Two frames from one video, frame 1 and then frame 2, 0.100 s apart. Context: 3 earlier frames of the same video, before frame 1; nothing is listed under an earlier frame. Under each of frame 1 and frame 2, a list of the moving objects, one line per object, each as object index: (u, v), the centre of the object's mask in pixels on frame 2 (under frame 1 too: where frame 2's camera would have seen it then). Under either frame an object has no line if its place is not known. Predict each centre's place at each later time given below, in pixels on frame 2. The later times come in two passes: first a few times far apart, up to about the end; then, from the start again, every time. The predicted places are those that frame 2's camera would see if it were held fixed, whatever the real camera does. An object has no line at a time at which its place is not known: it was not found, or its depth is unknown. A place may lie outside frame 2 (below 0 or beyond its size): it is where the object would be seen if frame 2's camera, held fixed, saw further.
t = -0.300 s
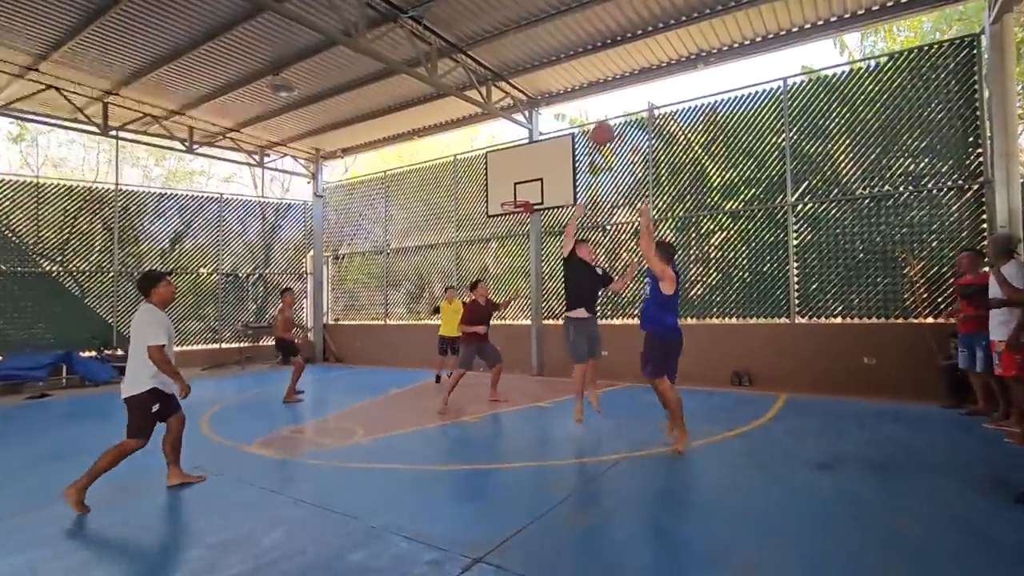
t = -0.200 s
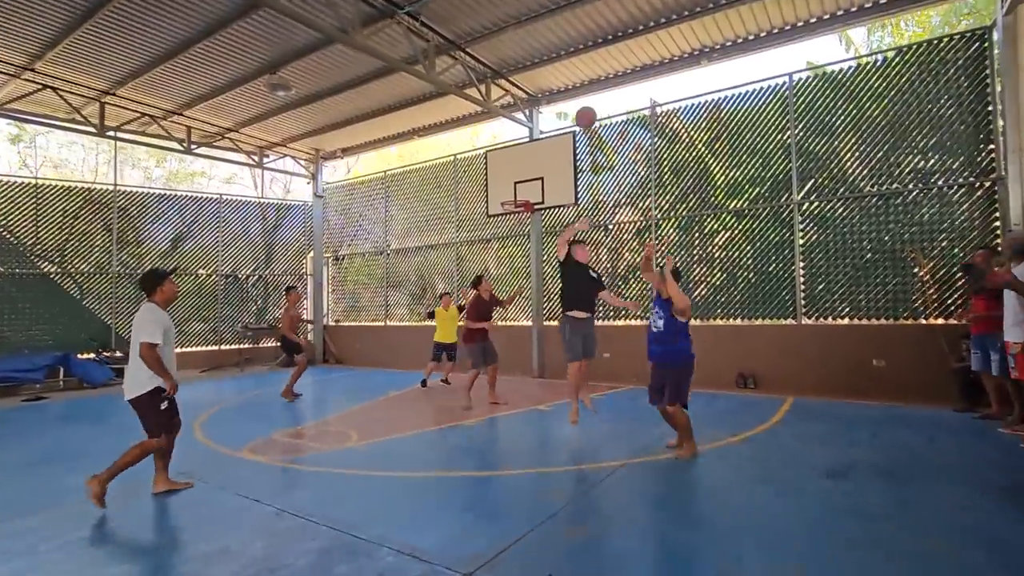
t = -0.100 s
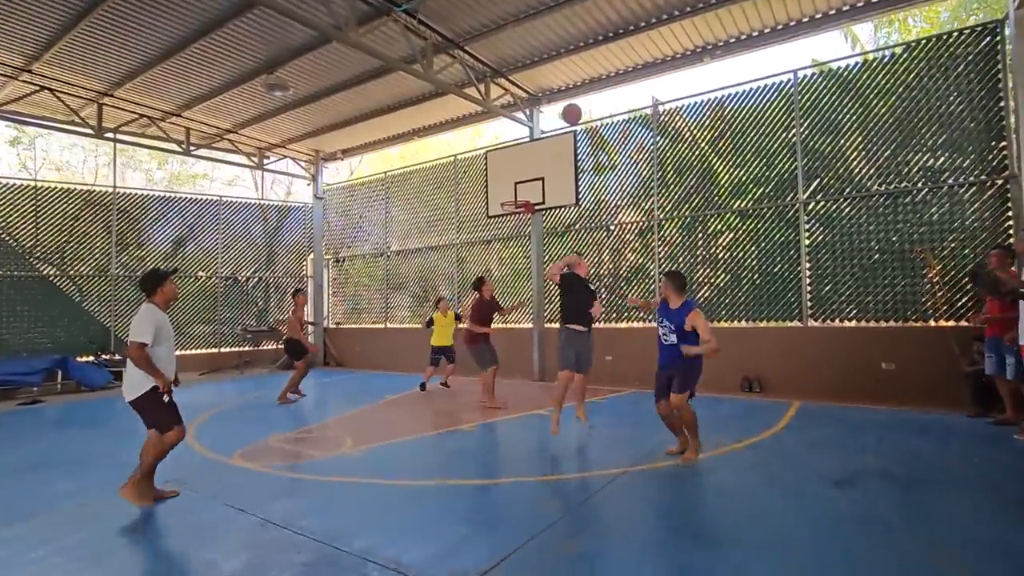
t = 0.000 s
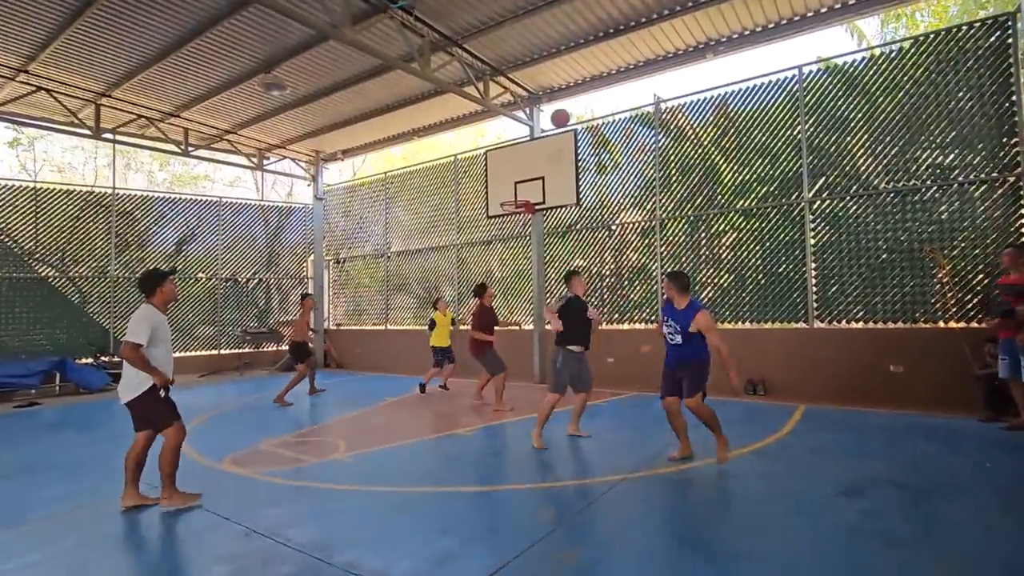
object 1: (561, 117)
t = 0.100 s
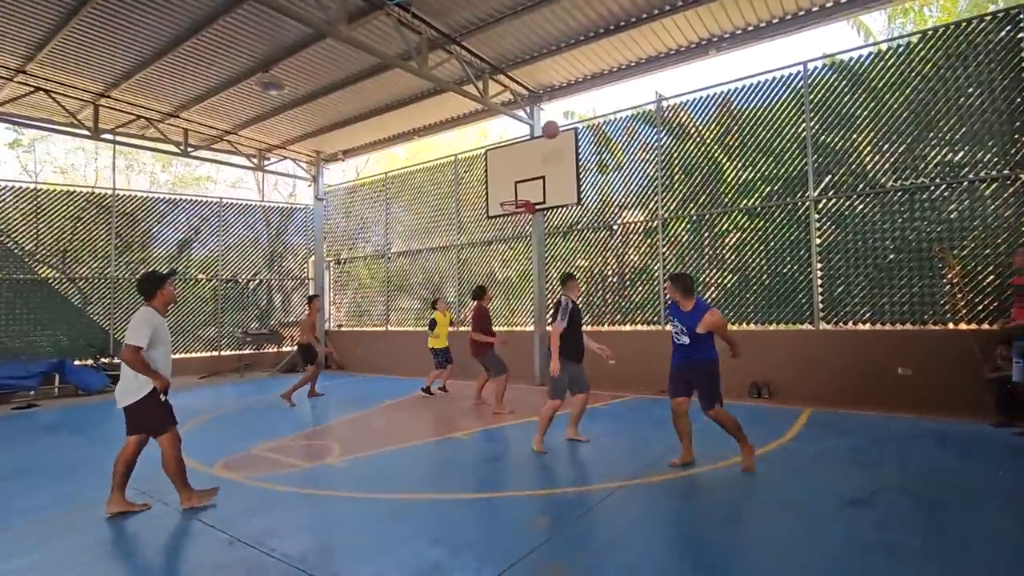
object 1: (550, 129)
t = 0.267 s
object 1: (537, 162)
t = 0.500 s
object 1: (522, 177)
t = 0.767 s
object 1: (500, 159)
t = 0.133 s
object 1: (547, 135)
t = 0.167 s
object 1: (544, 141)
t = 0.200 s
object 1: (541, 148)
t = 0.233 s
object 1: (539, 155)
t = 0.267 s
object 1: (537, 162)
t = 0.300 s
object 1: (535, 171)
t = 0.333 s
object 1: (533, 179)
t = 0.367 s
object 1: (530, 187)
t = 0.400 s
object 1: (529, 196)
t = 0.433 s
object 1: (527, 189)
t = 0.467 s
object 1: (525, 183)
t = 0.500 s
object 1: (522, 177)
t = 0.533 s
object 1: (520, 173)
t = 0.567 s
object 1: (517, 169)
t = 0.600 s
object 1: (514, 166)
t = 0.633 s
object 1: (511, 163)
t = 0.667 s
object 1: (509, 161)
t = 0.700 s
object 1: (506, 160)
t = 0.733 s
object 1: (503, 159)
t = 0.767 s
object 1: (500, 159)
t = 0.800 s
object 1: (497, 160)
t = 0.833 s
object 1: (494, 161)
